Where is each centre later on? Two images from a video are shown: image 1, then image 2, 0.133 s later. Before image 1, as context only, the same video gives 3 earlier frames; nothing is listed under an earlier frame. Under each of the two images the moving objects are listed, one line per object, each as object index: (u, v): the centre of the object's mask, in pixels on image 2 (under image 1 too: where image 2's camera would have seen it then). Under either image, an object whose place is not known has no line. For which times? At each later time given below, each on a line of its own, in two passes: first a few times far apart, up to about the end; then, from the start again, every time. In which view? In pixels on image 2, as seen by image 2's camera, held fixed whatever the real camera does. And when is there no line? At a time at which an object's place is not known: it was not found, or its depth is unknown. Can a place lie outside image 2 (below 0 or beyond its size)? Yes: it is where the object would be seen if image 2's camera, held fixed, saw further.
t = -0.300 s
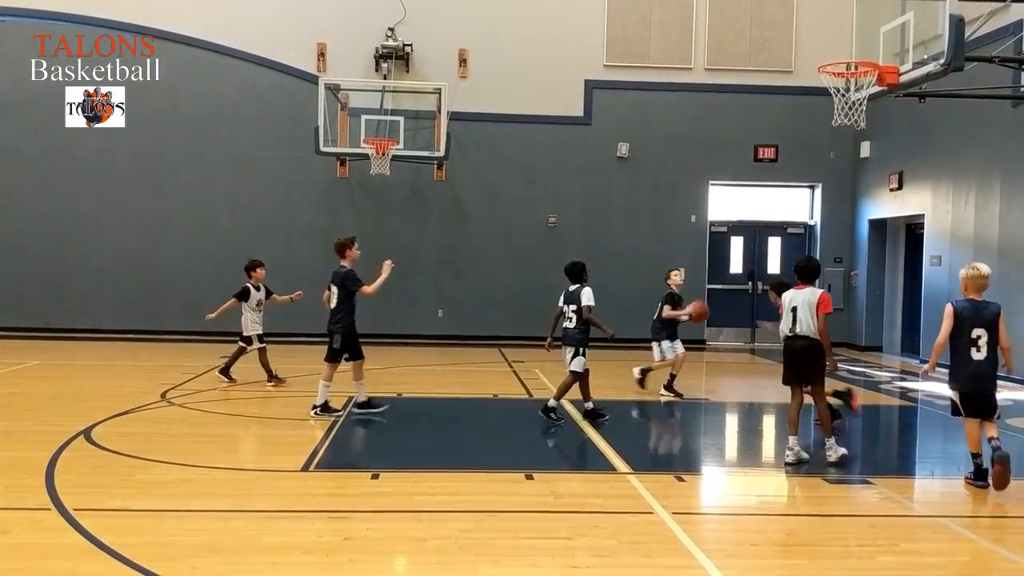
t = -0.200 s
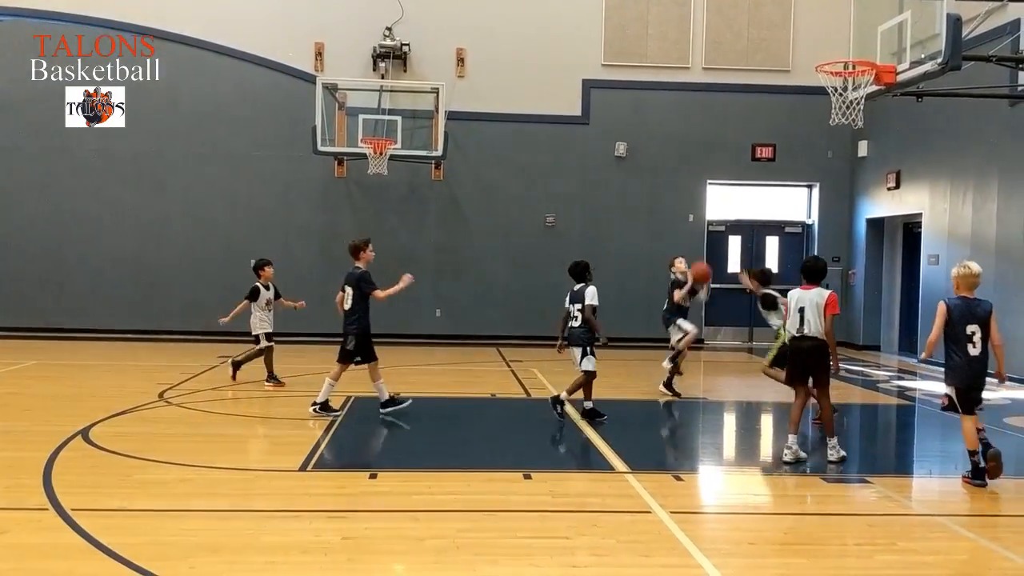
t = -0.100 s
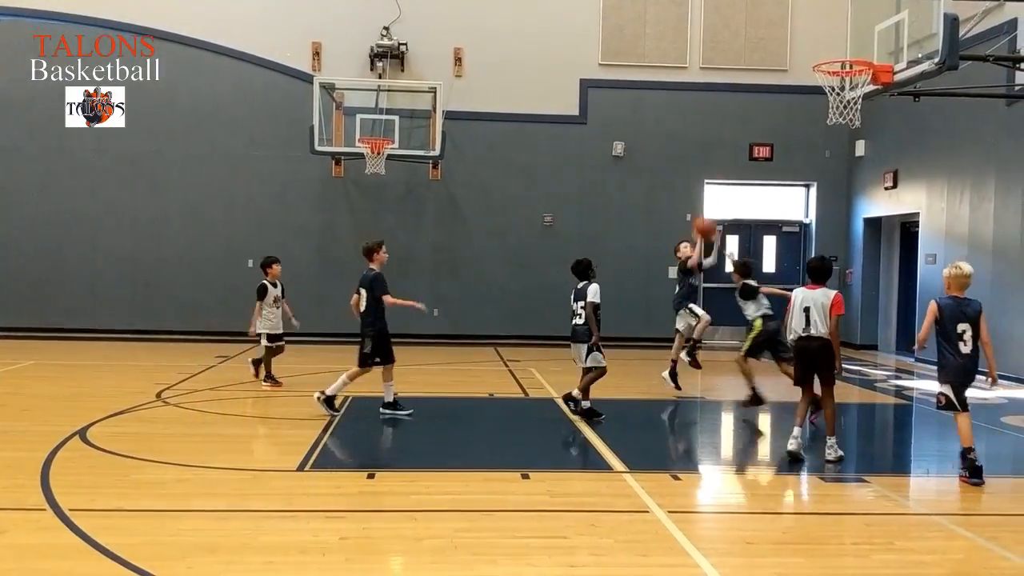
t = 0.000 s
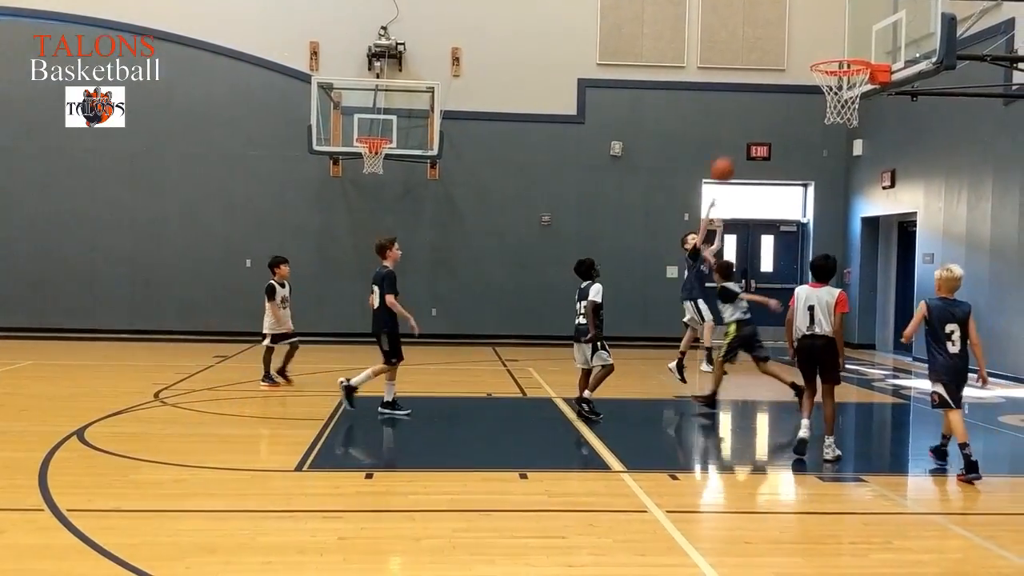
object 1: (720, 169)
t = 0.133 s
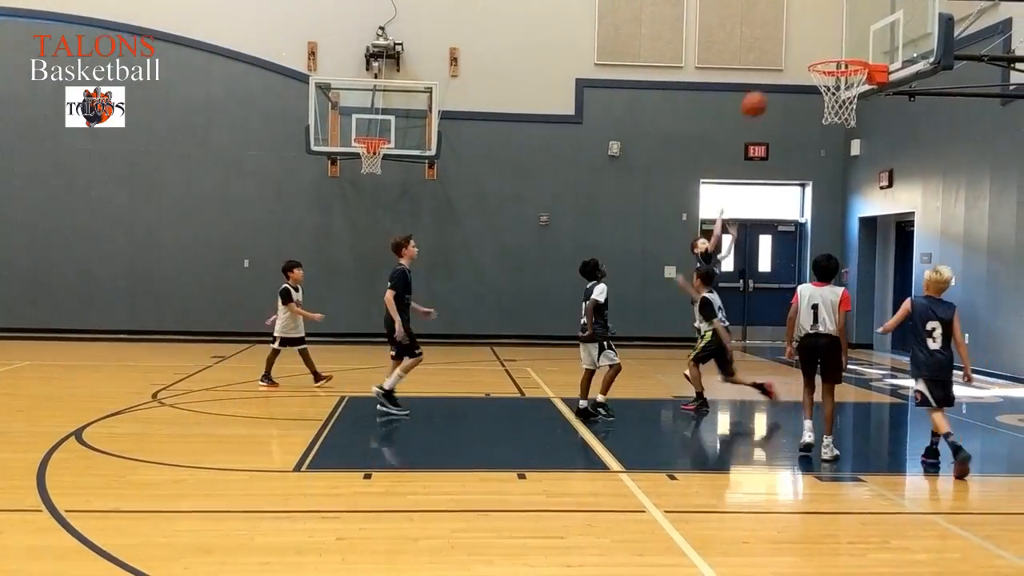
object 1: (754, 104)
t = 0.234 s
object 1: (779, 67)
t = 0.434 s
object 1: (830, 19)
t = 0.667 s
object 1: (838, 26)
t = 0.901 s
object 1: (825, 90)
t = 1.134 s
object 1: (838, 166)
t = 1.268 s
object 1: (843, 237)
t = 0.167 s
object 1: (762, 91)
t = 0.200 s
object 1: (770, 79)
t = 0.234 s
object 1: (779, 67)
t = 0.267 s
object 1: (787, 56)
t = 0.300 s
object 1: (796, 46)
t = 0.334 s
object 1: (805, 37)
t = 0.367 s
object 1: (813, 30)
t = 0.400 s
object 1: (822, 24)
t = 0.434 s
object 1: (830, 19)
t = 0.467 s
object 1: (839, 15)
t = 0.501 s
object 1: (848, 12)
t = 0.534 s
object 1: (850, 12)
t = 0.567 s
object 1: (847, 13)
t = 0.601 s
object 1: (844, 16)
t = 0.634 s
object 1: (841, 21)
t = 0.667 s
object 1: (838, 26)
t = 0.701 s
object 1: (835, 33)
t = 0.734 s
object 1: (832, 40)
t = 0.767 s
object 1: (829, 48)
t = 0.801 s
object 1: (825, 54)
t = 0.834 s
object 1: (823, 72)
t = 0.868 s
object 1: (822, 80)
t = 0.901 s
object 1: (825, 90)
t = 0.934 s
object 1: (826, 99)
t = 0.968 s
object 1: (829, 108)
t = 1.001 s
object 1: (831, 119)
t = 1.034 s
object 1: (833, 128)
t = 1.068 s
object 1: (834, 139)
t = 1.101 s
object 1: (836, 152)
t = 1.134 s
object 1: (838, 166)
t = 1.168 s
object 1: (839, 182)
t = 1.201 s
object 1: (840, 199)
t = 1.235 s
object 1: (842, 217)
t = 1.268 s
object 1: (843, 237)
